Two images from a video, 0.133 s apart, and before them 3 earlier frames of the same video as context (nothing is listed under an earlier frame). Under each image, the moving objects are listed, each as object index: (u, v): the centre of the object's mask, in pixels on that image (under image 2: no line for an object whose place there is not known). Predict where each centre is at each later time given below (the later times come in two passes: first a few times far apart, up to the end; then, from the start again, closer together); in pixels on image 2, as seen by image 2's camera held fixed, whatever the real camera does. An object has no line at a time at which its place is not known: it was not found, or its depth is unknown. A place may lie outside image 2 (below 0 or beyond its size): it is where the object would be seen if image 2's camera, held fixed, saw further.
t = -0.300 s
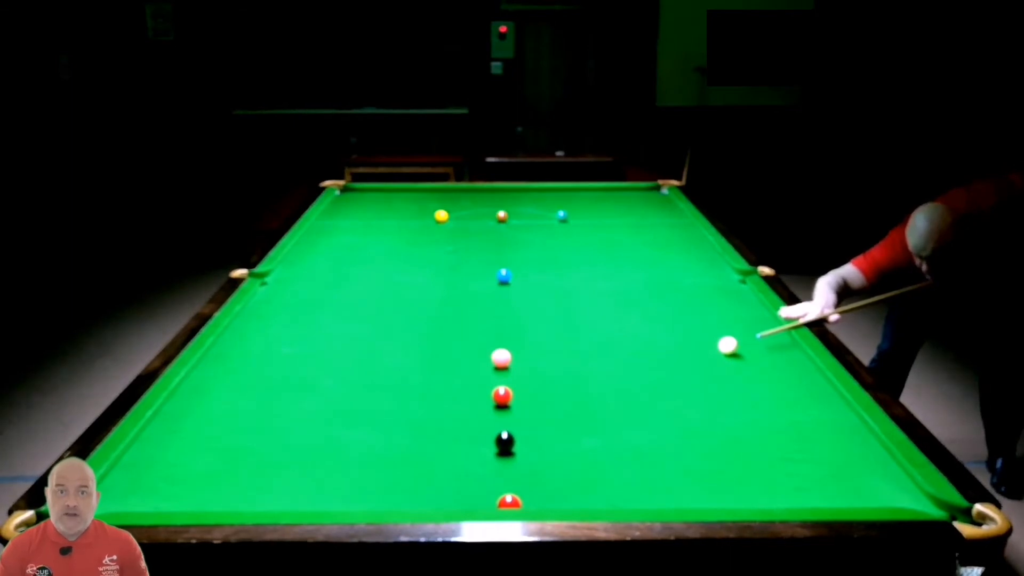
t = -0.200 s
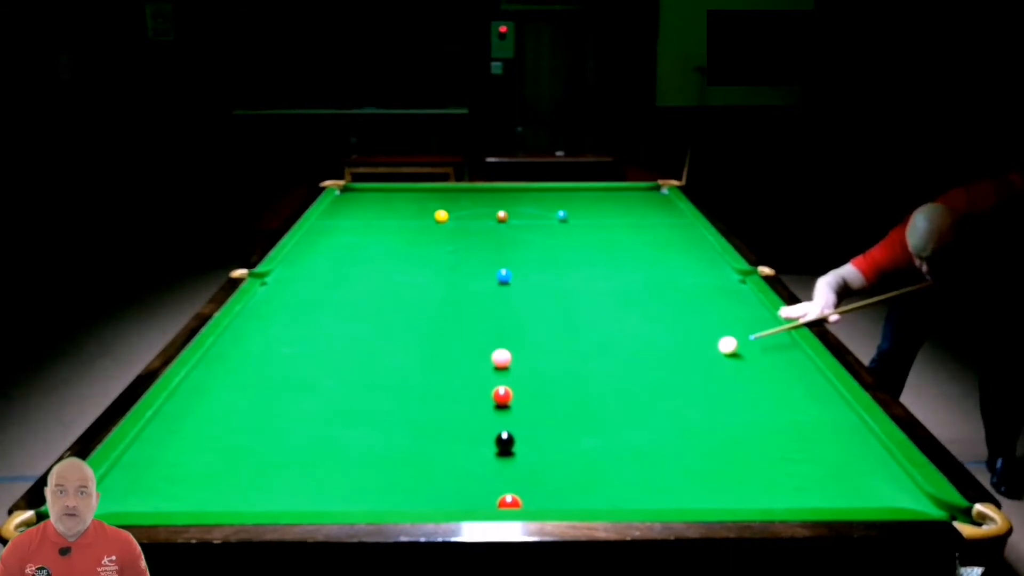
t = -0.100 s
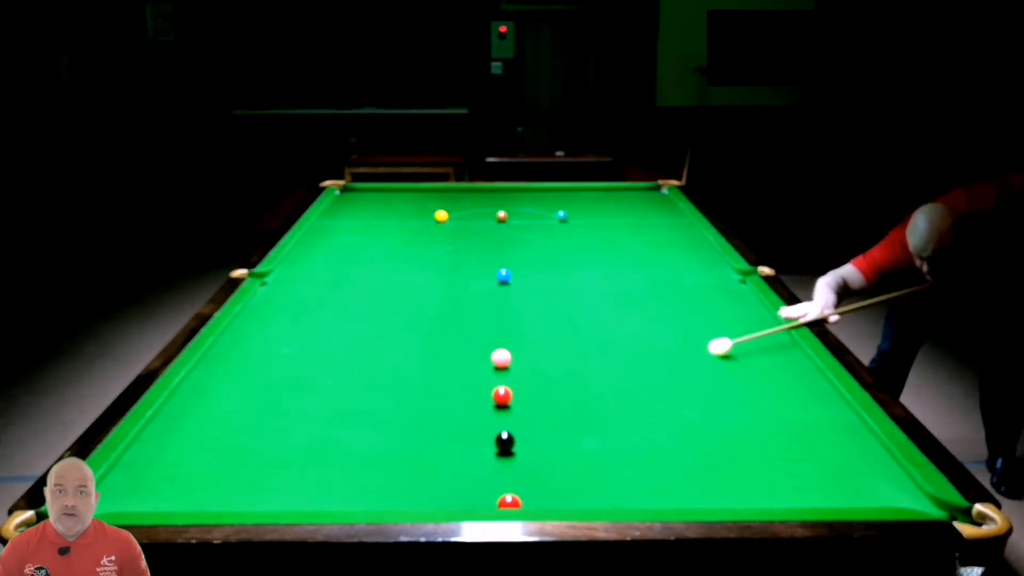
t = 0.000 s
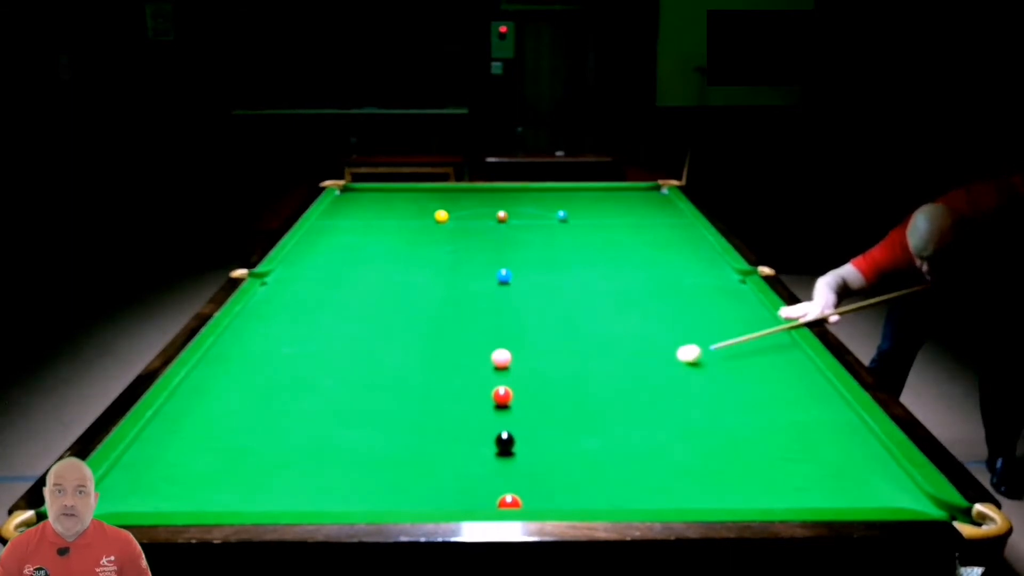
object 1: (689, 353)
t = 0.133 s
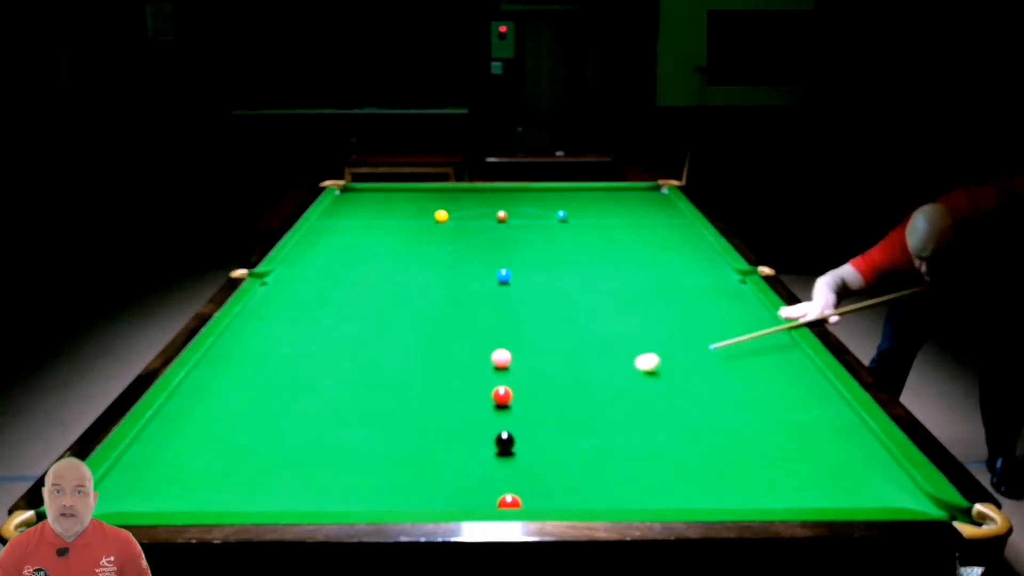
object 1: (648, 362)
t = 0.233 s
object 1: (614, 369)
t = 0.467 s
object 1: (536, 386)
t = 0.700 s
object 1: (503, 391)
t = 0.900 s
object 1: (484, 392)
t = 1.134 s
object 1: (463, 393)
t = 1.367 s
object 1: (444, 395)
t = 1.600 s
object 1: (427, 396)
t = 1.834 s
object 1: (411, 397)
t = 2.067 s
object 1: (398, 398)
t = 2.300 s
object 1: (386, 399)
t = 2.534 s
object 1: (376, 399)
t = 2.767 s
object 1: (369, 400)
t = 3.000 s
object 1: (364, 401)
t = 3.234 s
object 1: (361, 401)
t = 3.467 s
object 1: (359, 401)
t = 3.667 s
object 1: (359, 401)
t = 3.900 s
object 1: (359, 401)
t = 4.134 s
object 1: (358, 399)
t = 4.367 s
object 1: (361, 400)
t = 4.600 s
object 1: (360, 401)
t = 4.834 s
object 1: (359, 401)
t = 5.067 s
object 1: (359, 401)
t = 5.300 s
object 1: (359, 401)
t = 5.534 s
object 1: (359, 401)
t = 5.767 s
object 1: (359, 401)
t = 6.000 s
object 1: (359, 401)
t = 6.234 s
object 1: (359, 401)
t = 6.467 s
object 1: (359, 401)
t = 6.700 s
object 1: (359, 401)
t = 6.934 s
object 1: (359, 401)
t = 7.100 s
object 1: (359, 401)
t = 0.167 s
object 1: (636, 364)
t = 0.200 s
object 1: (626, 367)
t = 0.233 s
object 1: (614, 369)
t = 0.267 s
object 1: (604, 371)
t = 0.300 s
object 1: (593, 374)
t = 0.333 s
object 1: (581, 376)
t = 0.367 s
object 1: (570, 379)
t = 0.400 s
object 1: (559, 381)
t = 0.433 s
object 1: (547, 384)
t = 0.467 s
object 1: (536, 386)
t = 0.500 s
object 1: (524, 389)
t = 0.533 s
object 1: (517, 390)
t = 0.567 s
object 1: (515, 390)
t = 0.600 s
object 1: (513, 390)
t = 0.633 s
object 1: (510, 390)
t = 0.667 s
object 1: (507, 390)
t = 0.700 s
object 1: (503, 391)
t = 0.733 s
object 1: (500, 391)
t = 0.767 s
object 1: (497, 391)
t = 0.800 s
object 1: (493, 391)
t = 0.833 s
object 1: (490, 391)
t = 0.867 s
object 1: (487, 391)
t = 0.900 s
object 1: (484, 392)
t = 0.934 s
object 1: (481, 392)
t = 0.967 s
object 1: (478, 392)
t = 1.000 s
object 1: (475, 392)
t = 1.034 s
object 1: (471, 393)
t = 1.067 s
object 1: (468, 393)
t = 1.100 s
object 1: (466, 393)
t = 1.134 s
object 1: (463, 393)
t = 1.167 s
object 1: (460, 393)
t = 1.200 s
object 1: (457, 394)
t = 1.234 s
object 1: (454, 394)
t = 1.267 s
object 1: (452, 394)
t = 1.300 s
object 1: (449, 394)
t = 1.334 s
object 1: (446, 394)
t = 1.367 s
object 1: (444, 395)
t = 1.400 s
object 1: (441, 395)
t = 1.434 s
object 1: (439, 395)
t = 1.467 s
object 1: (436, 395)
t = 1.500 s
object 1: (434, 395)
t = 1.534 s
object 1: (431, 395)
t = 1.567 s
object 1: (429, 396)
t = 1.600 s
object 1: (427, 396)
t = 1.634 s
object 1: (424, 396)
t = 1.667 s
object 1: (422, 396)
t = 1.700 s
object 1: (420, 396)
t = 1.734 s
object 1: (417, 396)
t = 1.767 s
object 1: (416, 397)
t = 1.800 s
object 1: (413, 397)
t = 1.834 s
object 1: (411, 397)
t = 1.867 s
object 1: (409, 397)
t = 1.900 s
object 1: (407, 397)
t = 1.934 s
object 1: (405, 397)
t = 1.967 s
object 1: (403, 397)
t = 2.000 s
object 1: (401, 398)
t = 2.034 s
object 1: (399, 398)
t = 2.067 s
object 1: (398, 398)
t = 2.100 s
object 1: (396, 398)
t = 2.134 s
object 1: (394, 398)
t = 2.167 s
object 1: (392, 398)
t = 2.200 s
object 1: (391, 398)
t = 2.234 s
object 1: (389, 398)
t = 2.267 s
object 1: (387, 398)
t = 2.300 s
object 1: (386, 399)
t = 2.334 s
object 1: (384, 399)
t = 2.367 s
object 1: (383, 399)
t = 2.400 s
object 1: (381, 399)
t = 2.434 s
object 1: (380, 399)
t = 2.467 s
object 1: (379, 399)
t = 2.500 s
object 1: (378, 399)
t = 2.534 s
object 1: (376, 399)
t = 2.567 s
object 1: (375, 400)
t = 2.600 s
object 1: (374, 400)
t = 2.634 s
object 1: (373, 400)
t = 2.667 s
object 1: (372, 400)
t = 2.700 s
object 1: (371, 400)
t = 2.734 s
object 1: (370, 400)
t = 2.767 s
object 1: (369, 400)
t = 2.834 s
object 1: (368, 400)
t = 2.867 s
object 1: (367, 400)
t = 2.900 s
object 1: (366, 400)
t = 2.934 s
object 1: (366, 400)
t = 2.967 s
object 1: (365, 401)
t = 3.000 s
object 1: (364, 401)
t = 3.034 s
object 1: (364, 401)
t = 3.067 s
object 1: (363, 401)
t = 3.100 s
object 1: (362, 401)
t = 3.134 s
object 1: (362, 401)
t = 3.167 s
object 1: (362, 401)
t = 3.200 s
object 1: (361, 401)
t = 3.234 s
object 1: (361, 401)
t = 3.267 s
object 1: (360, 401)
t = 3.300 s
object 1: (360, 401)
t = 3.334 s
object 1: (360, 401)
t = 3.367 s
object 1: (359, 401)
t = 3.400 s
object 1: (359, 401)
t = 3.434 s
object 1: (359, 401)
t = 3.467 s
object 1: (359, 401)
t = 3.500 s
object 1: (359, 401)
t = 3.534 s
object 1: (359, 401)
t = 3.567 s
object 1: (359, 401)
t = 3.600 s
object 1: (359, 401)
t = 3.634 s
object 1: (359, 401)
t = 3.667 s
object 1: (359, 401)
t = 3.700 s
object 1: (359, 401)
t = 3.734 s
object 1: (359, 401)
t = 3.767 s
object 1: (359, 401)
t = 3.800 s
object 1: (359, 401)
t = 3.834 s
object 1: (359, 401)
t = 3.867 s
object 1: (359, 401)
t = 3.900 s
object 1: (359, 401)
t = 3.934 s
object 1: (359, 401)
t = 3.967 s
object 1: (359, 401)
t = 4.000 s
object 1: (359, 401)
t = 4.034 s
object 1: (359, 401)
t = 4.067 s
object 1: (359, 401)
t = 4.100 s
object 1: (359, 401)
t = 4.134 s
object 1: (358, 399)
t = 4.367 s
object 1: (361, 400)
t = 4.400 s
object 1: (360, 401)
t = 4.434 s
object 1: (360, 401)
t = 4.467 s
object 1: (360, 401)
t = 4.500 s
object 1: (360, 401)
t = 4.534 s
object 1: (360, 401)
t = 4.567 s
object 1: (360, 401)
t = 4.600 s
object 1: (360, 401)
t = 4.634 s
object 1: (360, 401)
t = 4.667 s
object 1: (359, 401)
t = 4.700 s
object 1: (359, 401)
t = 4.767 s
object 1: (359, 401)
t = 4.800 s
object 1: (359, 401)
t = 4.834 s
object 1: (359, 401)
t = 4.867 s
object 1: (359, 401)
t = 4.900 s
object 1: (359, 401)
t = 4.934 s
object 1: (359, 401)
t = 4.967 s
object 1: (359, 401)
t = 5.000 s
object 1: (359, 401)
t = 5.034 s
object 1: (359, 401)
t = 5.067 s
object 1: (359, 401)
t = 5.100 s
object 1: (359, 401)
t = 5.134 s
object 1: (359, 401)
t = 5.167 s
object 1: (359, 401)
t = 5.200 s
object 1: (359, 401)
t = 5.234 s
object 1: (359, 401)
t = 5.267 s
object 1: (359, 401)
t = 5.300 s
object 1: (359, 401)
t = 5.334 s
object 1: (359, 401)
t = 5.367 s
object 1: (359, 401)
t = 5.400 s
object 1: (359, 401)
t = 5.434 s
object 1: (359, 401)
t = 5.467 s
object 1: (359, 401)
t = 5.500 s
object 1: (359, 401)
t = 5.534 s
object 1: (359, 401)
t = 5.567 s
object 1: (359, 401)
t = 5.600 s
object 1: (359, 401)
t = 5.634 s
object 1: (359, 401)
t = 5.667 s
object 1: (359, 401)
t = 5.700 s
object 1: (359, 401)
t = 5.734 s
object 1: (359, 401)
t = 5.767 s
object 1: (359, 401)
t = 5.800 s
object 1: (359, 401)
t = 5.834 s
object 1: (359, 401)
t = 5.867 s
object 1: (359, 401)
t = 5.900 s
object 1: (359, 401)
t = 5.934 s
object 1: (359, 401)
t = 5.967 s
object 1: (359, 401)
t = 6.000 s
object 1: (359, 401)
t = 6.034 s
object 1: (359, 401)
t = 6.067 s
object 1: (359, 401)
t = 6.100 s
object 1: (359, 401)
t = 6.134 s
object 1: (359, 401)
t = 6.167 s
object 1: (359, 401)
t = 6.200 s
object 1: (359, 401)
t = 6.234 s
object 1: (359, 401)
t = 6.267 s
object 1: (359, 401)
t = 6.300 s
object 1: (359, 401)
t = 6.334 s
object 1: (359, 401)
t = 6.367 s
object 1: (359, 401)
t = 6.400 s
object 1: (359, 401)
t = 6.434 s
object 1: (359, 401)
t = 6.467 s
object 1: (359, 401)
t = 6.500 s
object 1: (359, 401)
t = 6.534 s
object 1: (359, 401)
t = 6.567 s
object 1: (359, 401)
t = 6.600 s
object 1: (359, 401)
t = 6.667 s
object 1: (359, 401)
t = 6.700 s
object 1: (359, 401)
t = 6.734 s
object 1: (359, 401)
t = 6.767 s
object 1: (359, 401)
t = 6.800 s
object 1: (359, 401)
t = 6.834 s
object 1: (359, 401)
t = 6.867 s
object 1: (359, 401)
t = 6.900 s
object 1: (359, 401)
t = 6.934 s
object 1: (359, 401)
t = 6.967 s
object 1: (359, 401)
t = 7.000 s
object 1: (359, 401)
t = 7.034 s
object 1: (359, 401)
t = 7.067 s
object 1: (359, 401)
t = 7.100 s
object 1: (359, 401)
